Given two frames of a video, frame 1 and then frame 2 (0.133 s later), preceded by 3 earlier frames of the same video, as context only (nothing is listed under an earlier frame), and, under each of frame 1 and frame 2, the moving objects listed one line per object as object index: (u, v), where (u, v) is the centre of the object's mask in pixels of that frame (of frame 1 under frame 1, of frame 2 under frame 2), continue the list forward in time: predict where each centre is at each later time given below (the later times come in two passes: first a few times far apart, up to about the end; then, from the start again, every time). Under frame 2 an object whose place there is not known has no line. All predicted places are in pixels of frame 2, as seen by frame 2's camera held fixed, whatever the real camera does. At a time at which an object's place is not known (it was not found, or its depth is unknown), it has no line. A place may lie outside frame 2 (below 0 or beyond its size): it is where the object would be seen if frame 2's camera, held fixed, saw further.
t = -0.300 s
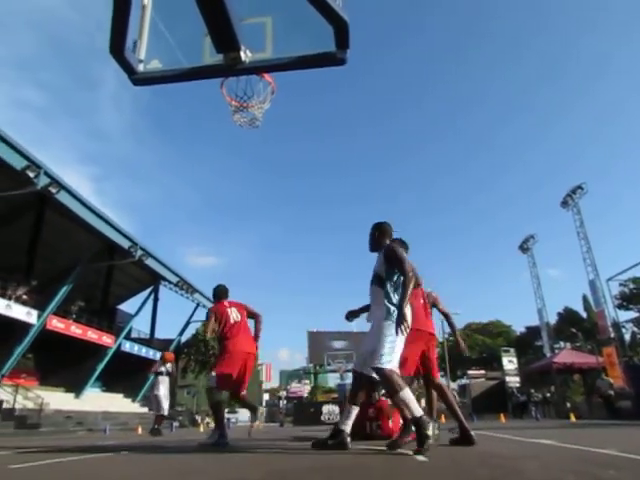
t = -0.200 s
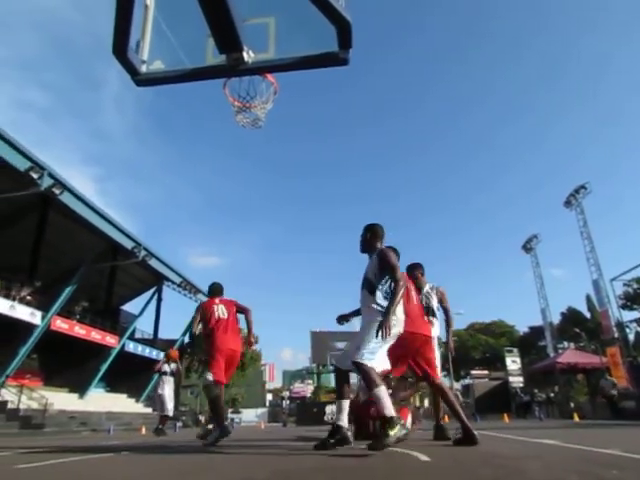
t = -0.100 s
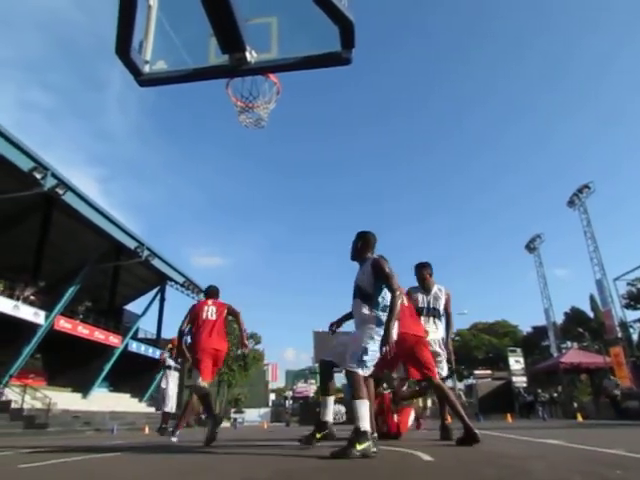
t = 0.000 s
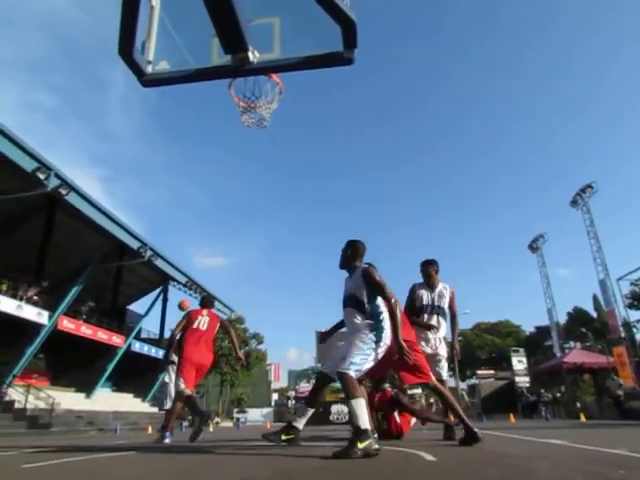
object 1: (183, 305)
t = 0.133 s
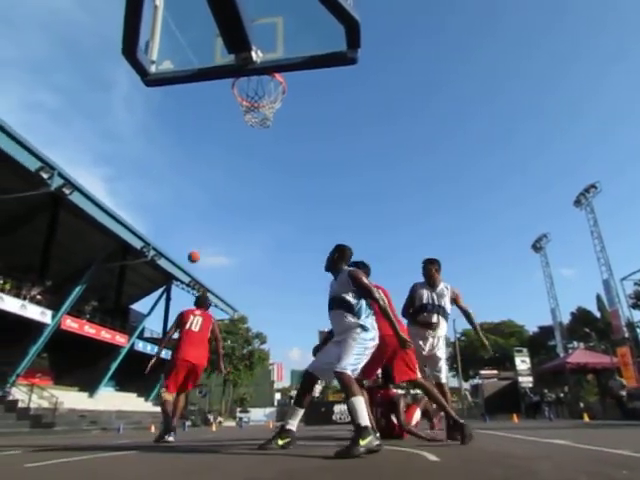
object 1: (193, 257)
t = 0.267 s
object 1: (200, 215)
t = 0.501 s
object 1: (212, 156)
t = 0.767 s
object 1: (227, 111)
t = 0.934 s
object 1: (236, 97)
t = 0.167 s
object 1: (195, 245)
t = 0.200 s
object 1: (197, 235)
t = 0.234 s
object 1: (199, 224)
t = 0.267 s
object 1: (200, 215)
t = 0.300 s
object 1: (202, 205)
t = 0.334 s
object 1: (204, 196)
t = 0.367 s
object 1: (206, 187)
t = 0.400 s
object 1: (207, 179)
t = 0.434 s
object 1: (209, 170)
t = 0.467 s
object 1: (211, 162)
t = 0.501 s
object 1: (212, 156)
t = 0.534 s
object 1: (214, 148)
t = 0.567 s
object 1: (216, 142)
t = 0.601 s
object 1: (218, 136)
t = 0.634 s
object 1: (220, 130)
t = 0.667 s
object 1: (221, 124)
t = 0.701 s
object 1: (223, 119)
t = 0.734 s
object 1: (225, 115)
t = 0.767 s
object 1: (227, 111)
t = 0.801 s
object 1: (228, 107)
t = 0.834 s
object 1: (230, 104)
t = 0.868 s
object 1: (232, 101)
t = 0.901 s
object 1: (233, 99)
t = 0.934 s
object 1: (236, 97)
